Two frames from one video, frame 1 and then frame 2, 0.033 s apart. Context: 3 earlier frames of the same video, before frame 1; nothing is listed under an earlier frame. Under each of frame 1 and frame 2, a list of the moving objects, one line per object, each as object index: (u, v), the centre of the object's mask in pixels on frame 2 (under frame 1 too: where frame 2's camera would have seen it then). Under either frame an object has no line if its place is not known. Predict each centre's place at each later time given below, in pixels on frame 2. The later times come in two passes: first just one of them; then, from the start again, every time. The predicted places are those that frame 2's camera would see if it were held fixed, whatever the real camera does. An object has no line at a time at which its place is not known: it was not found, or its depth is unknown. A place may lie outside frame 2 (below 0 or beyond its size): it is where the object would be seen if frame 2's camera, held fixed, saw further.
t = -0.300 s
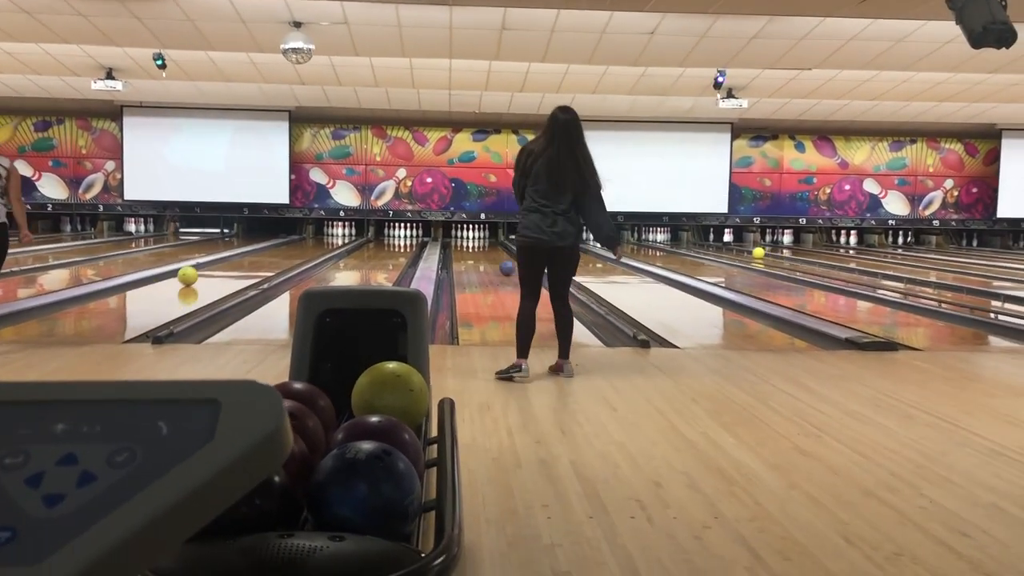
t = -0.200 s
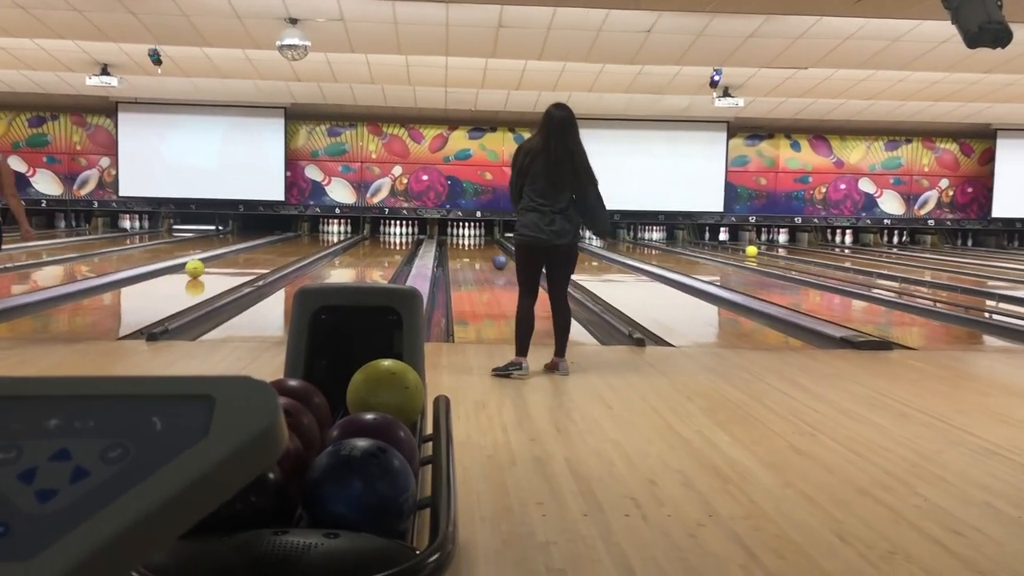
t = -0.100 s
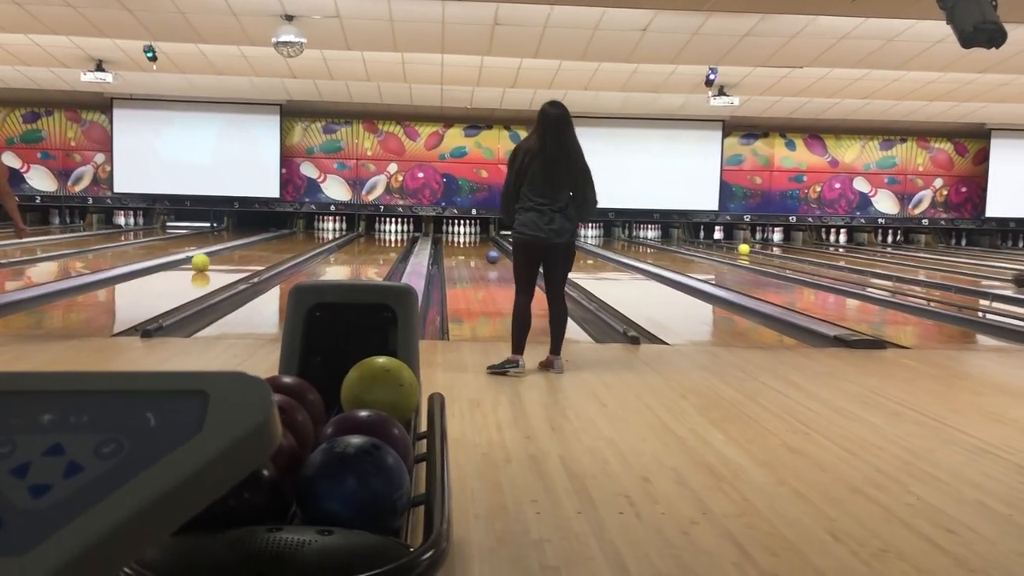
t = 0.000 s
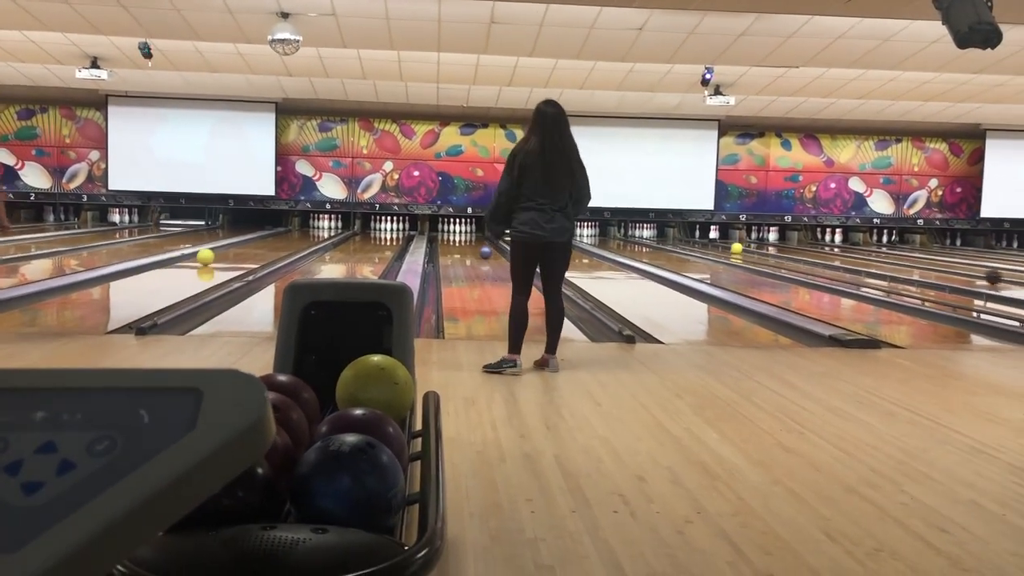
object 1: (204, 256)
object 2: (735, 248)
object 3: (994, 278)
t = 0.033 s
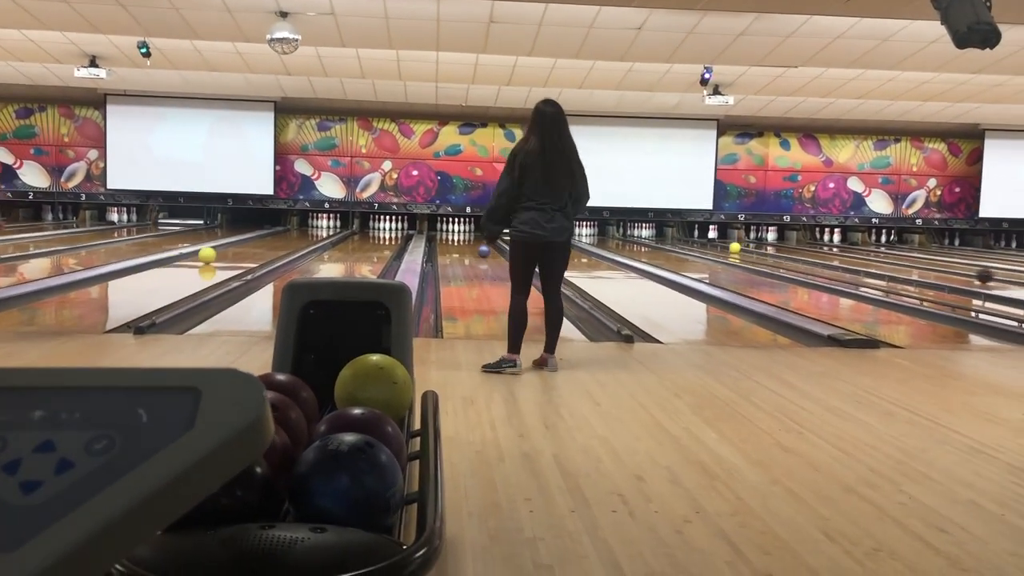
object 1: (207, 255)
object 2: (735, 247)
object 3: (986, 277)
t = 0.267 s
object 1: (225, 249)
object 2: (728, 246)
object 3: (941, 270)
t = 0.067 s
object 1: (210, 254)
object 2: (734, 247)
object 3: (980, 276)
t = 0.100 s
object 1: (213, 254)
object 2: (732, 247)
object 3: (974, 275)
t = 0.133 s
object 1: (216, 252)
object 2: (732, 246)
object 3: (969, 273)
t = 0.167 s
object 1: (218, 252)
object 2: (731, 246)
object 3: (961, 273)
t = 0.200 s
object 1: (221, 251)
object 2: (730, 246)
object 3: (954, 271)
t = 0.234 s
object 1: (223, 250)
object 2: (729, 246)
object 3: (948, 271)
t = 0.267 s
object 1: (225, 249)
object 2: (728, 246)
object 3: (941, 270)
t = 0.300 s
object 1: (227, 248)
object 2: (726, 246)
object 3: (933, 268)
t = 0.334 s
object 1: (229, 247)
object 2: (726, 245)
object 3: (927, 267)
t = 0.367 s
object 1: (232, 247)
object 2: (725, 245)
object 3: (922, 266)
